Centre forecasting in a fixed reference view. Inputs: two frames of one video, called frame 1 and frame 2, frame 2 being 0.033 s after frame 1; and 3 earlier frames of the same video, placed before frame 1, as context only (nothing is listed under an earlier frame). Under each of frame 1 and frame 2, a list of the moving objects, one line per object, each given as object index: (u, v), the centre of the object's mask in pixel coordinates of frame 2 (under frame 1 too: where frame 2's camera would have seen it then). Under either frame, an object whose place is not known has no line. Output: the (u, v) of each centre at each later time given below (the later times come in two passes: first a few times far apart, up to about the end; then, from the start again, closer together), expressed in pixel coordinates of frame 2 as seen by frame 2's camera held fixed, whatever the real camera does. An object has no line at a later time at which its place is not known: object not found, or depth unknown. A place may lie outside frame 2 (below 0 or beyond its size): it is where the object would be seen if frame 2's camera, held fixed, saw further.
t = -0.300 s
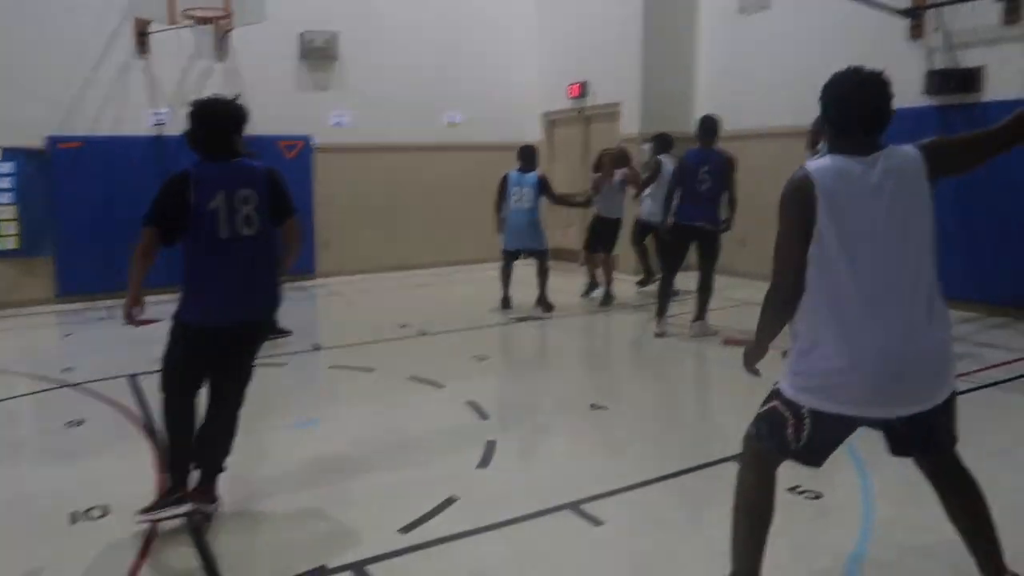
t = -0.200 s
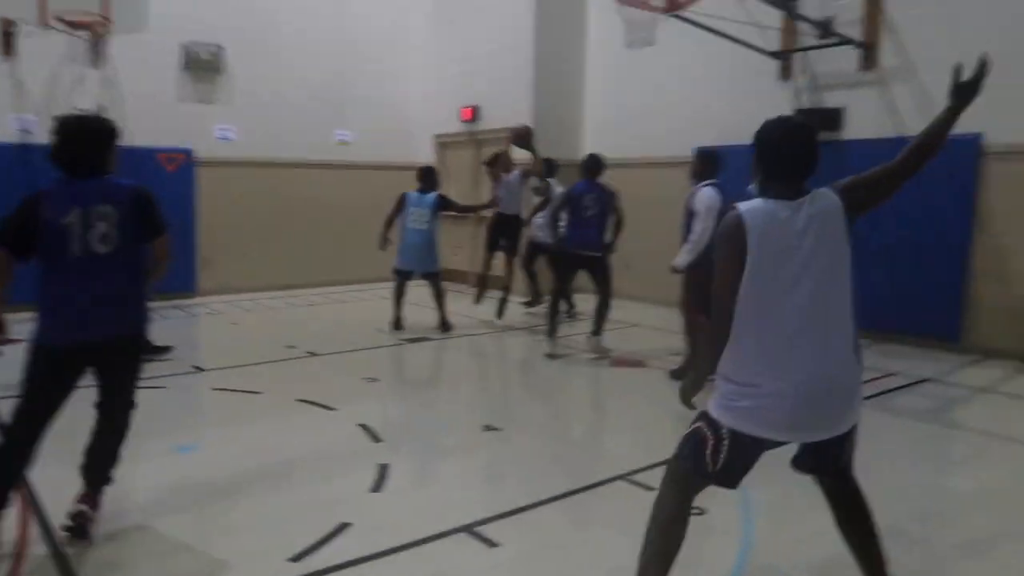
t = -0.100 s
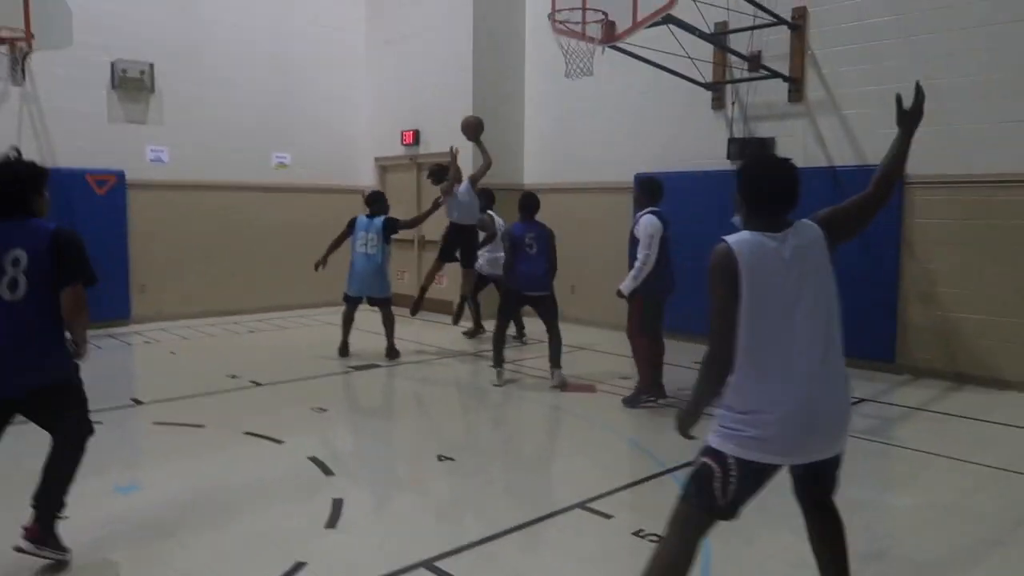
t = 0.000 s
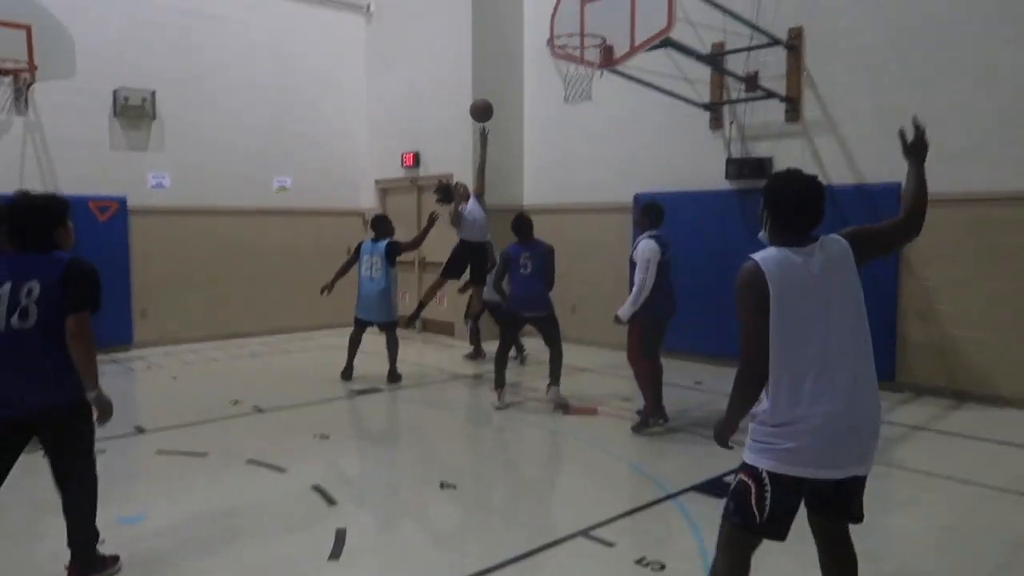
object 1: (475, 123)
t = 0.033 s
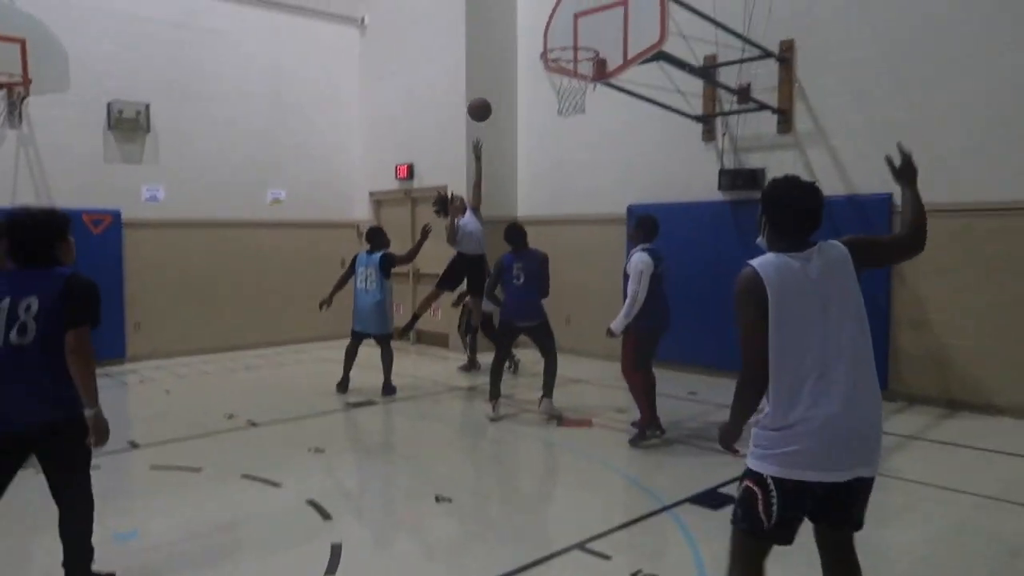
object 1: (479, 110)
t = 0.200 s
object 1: (502, 57)
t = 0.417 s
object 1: (534, 29)
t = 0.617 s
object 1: (568, 49)
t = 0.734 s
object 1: (573, 87)
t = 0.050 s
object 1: (482, 103)
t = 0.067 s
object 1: (484, 97)
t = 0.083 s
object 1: (486, 91)
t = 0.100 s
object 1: (488, 86)
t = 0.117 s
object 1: (490, 80)
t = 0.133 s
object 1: (492, 76)
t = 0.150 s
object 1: (495, 71)
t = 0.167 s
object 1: (497, 66)
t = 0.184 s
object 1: (500, 62)
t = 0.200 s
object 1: (502, 57)
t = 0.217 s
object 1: (504, 54)
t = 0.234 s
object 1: (506, 50)
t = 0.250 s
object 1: (509, 47)
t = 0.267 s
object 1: (511, 44)
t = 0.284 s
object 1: (514, 41)
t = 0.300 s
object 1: (516, 39)
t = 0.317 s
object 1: (519, 36)
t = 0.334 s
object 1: (521, 35)
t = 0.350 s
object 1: (524, 33)
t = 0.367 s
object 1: (526, 32)
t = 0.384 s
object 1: (529, 30)
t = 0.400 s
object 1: (531, 30)
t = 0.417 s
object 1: (534, 29)
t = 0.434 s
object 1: (537, 29)
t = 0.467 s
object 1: (542, 29)
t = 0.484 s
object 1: (545, 30)
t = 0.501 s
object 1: (548, 31)
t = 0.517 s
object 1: (550, 32)
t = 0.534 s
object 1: (553, 34)
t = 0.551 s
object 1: (556, 37)
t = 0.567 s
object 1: (559, 39)
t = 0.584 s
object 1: (562, 41)
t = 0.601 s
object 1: (565, 45)
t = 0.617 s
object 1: (568, 49)
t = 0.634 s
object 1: (571, 52)
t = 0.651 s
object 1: (573, 57)
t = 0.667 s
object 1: (576, 62)
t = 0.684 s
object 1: (576, 67)
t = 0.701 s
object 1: (574, 73)
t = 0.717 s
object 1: (574, 81)
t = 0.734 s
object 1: (573, 87)
